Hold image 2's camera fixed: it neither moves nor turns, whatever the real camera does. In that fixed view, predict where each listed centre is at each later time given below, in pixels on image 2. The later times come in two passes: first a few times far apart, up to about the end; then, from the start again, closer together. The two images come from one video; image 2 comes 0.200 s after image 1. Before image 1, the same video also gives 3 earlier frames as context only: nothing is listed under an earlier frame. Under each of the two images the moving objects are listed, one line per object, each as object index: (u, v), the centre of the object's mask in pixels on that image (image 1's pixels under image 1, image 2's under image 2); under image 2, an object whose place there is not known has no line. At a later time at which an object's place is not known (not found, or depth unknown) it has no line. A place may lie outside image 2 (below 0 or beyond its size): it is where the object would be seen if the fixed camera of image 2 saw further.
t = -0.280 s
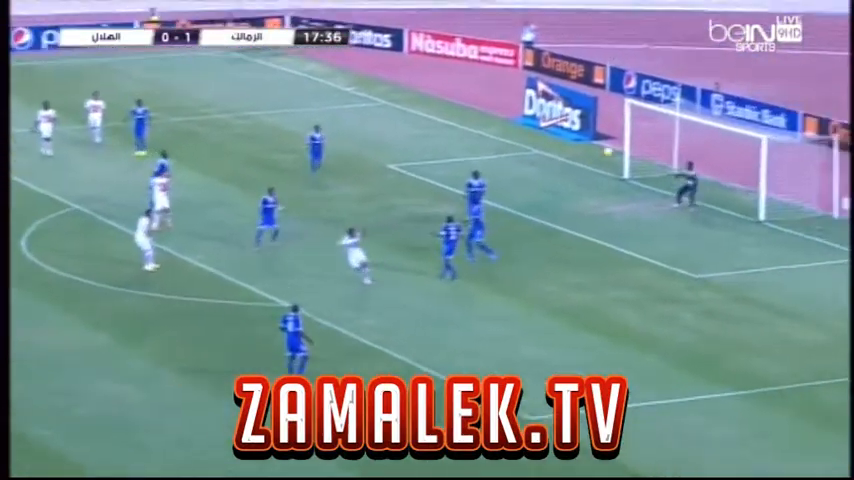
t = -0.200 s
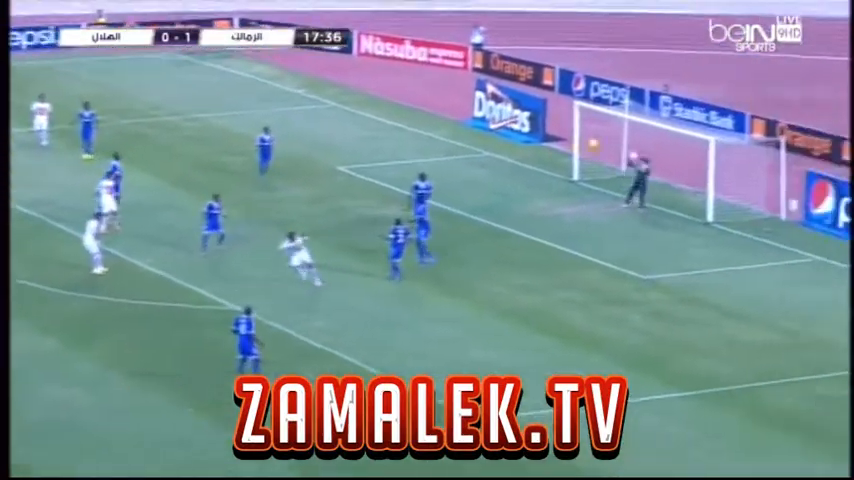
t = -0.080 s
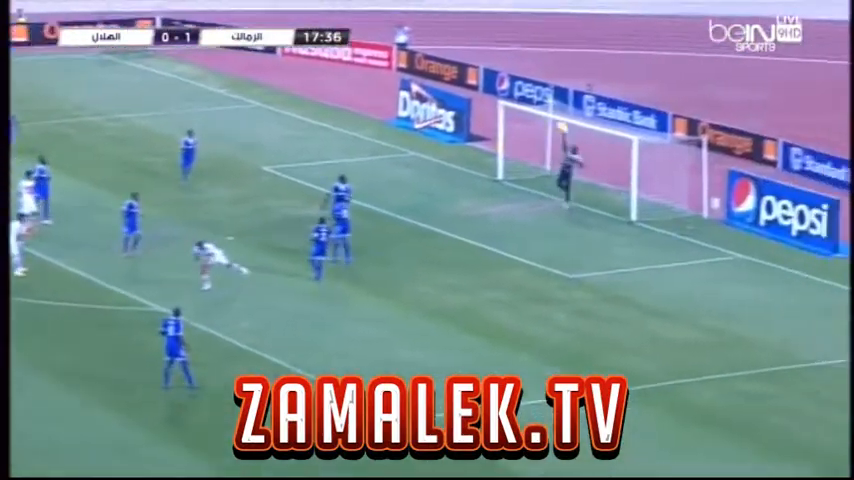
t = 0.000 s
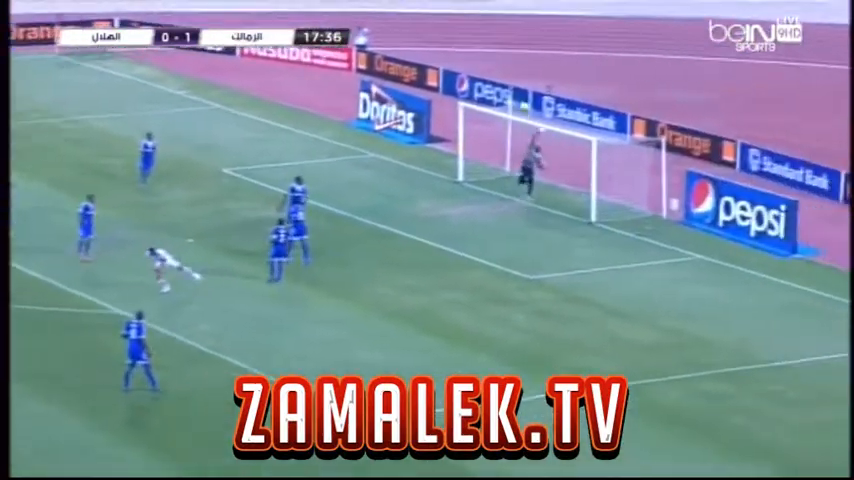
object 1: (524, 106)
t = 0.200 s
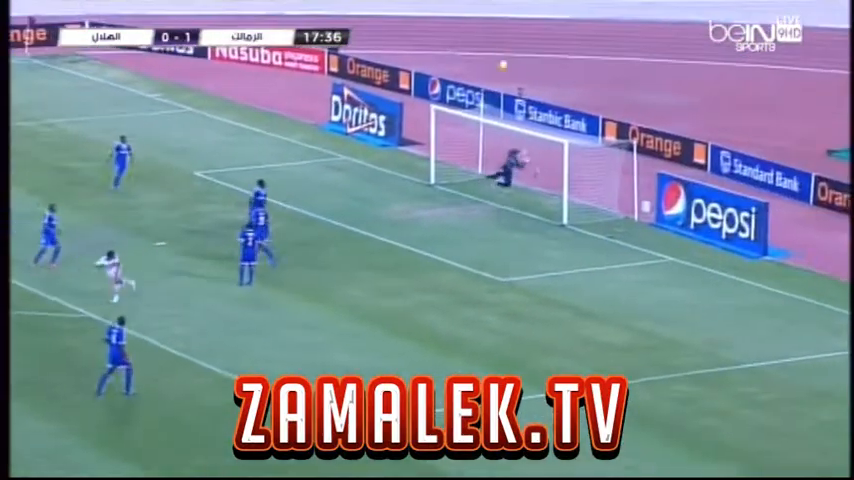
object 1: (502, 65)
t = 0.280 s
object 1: (505, 50)
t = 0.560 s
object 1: (515, 21)
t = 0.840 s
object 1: (526, 18)
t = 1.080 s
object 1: (533, 33)
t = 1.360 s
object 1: (544, 75)
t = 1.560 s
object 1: (553, 115)
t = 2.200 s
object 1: (577, 103)
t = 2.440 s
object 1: (586, 75)
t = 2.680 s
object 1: (595, 65)
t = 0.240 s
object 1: (504, 58)
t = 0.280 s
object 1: (505, 50)
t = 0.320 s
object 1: (507, 46)
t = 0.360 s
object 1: (508, 40)
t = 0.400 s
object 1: (509, 35)
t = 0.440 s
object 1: (511, 30)
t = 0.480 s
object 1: (512, 27)
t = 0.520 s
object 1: (514, 23)
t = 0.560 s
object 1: (515, 21)
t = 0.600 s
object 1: (517, 19)
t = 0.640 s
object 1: (518, 18)
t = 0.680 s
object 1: (520, 16)
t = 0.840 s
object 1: (526, 18)
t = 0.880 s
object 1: (526, 20)
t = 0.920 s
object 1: (527, 20)
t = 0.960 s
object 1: (529, 23)
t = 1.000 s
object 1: (530, 26)
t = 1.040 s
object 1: (532, 29)
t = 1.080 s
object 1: (533, 33)
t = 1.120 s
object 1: (535, 38)
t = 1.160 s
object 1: (536, 43)
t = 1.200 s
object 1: (538, 49)
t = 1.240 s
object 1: (539, 54)
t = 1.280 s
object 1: (541, 61)
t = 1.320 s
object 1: (542, 68)
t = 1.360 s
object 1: (544, 75)
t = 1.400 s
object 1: (545, 83)
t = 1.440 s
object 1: (547, 91)
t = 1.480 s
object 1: (548, 99)
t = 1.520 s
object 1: (550, 108)
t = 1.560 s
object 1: (553, 115)
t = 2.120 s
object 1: (573, 117)
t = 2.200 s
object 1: (577, 103)
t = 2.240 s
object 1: (578, 97)
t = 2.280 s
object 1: (579, 91)
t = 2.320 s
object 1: (581, 86)
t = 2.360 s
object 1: (583, 82)
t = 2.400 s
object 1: (584, 78)
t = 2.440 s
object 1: (586, 75)
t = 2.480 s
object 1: (588, 71)
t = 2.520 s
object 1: (589, 69)
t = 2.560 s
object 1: (591, 67)
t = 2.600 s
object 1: (592, 66)
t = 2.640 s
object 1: (594, 64)
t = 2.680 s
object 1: (595, 65)
